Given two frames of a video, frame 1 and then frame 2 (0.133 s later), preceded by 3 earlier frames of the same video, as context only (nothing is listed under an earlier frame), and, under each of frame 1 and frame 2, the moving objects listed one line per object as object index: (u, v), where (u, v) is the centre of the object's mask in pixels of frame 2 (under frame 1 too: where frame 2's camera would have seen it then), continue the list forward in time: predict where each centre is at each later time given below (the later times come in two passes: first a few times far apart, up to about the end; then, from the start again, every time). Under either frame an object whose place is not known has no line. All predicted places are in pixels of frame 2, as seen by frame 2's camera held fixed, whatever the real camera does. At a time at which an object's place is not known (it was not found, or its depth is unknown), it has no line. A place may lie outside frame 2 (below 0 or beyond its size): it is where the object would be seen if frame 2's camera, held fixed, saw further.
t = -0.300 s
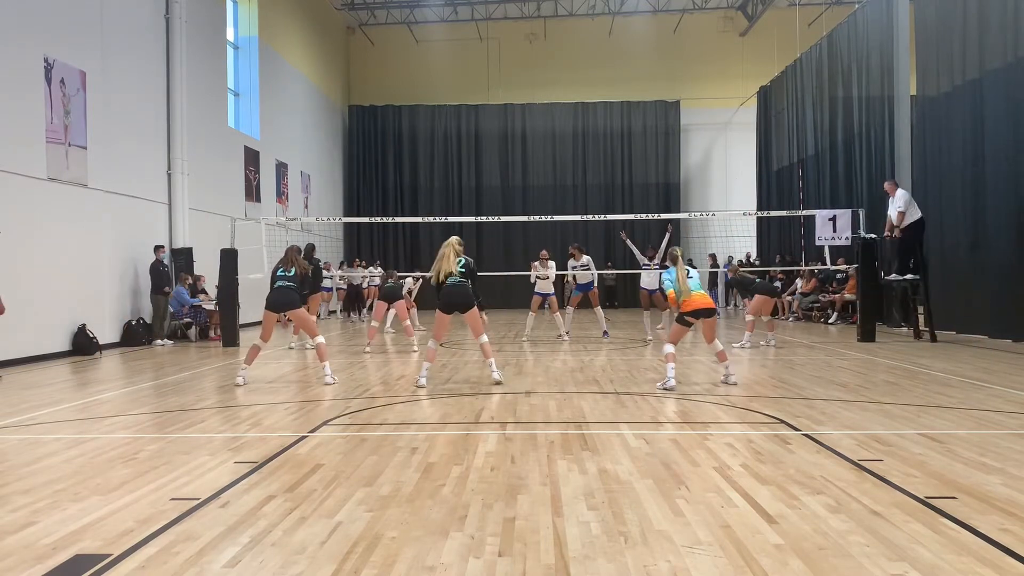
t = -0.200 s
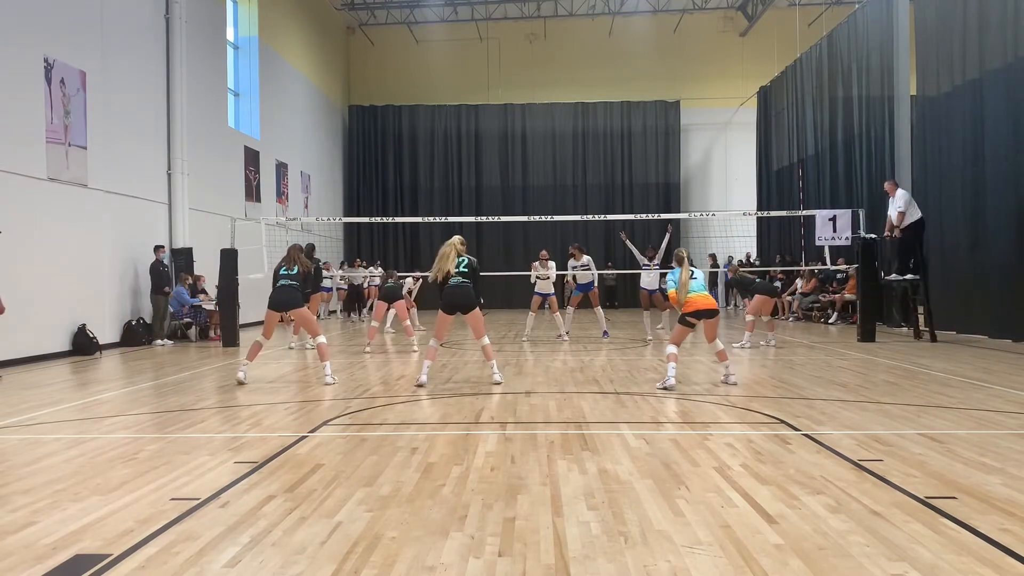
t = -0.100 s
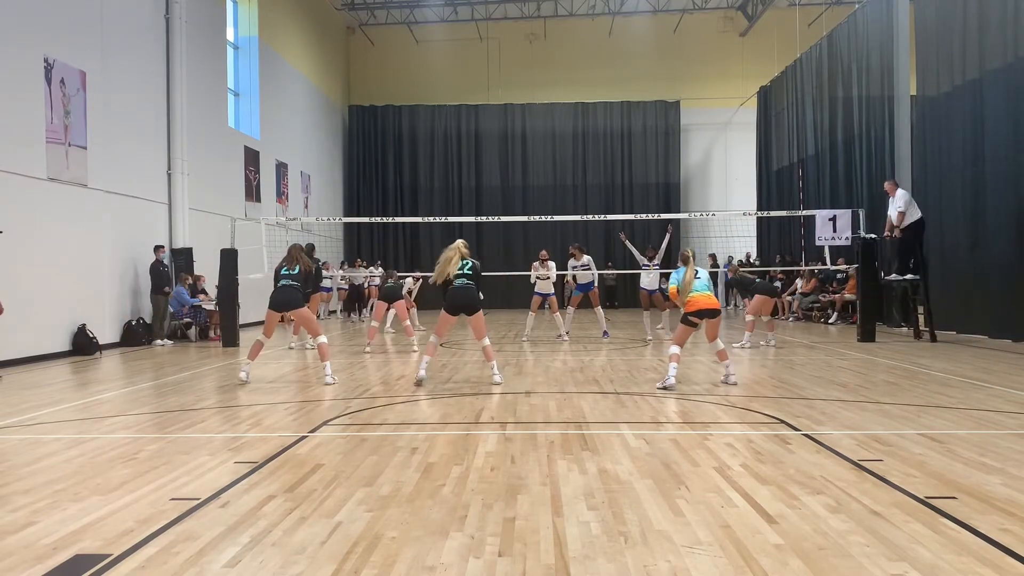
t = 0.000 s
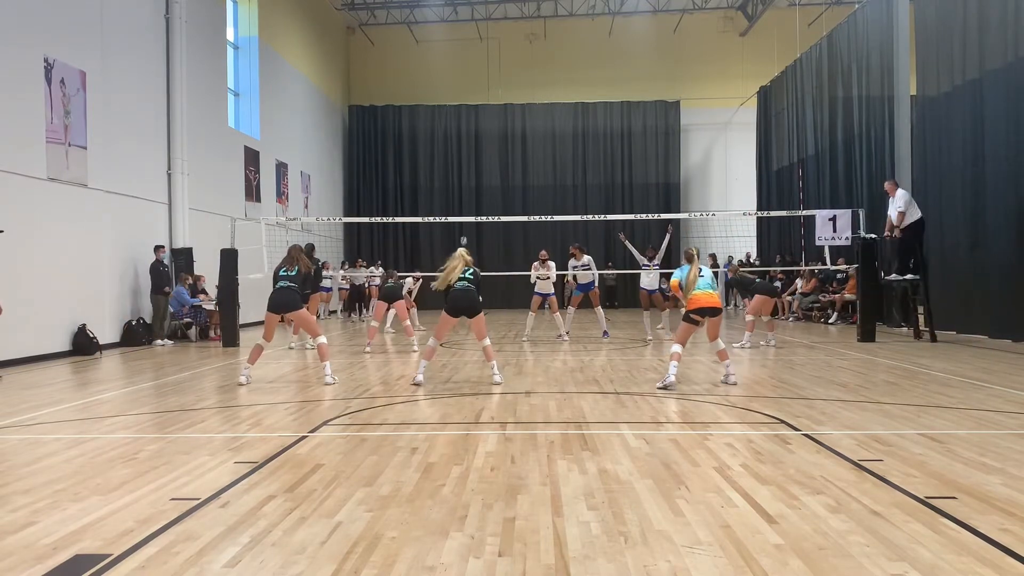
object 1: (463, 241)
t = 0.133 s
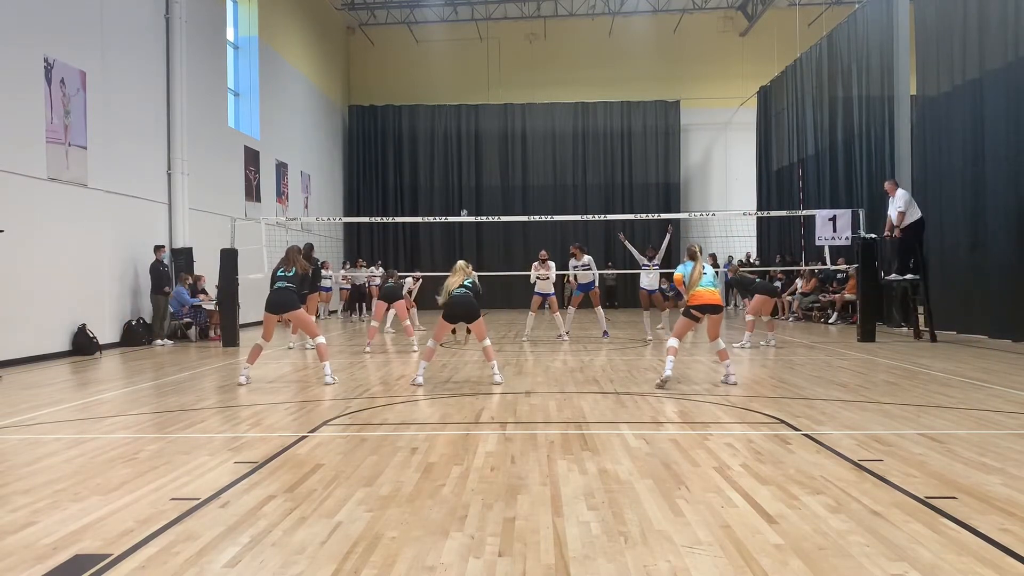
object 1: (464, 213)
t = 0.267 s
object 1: (464, 193)
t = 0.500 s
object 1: (465, 170)
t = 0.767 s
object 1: (467, 166)
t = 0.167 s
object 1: (464, 208)
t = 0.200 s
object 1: (464, 202)
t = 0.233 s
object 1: (464, 198)
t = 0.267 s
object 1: (464, 193)
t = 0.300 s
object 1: (464, 188)
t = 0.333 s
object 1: (464, 185)
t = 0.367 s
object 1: (465, 181)
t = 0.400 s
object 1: (465, 177)
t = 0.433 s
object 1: (465, 175)
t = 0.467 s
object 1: (465, 172)
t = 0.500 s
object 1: (465, 170)
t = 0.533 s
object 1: (465, 168)
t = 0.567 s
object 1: (465, 167)
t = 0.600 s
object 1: (466, 166)
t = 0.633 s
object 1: (466, 165)
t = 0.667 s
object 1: (466, 165)
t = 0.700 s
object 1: (466, 165)
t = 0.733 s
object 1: (466, 165)
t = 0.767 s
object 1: (467, 166)
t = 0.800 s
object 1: (467, 167)
